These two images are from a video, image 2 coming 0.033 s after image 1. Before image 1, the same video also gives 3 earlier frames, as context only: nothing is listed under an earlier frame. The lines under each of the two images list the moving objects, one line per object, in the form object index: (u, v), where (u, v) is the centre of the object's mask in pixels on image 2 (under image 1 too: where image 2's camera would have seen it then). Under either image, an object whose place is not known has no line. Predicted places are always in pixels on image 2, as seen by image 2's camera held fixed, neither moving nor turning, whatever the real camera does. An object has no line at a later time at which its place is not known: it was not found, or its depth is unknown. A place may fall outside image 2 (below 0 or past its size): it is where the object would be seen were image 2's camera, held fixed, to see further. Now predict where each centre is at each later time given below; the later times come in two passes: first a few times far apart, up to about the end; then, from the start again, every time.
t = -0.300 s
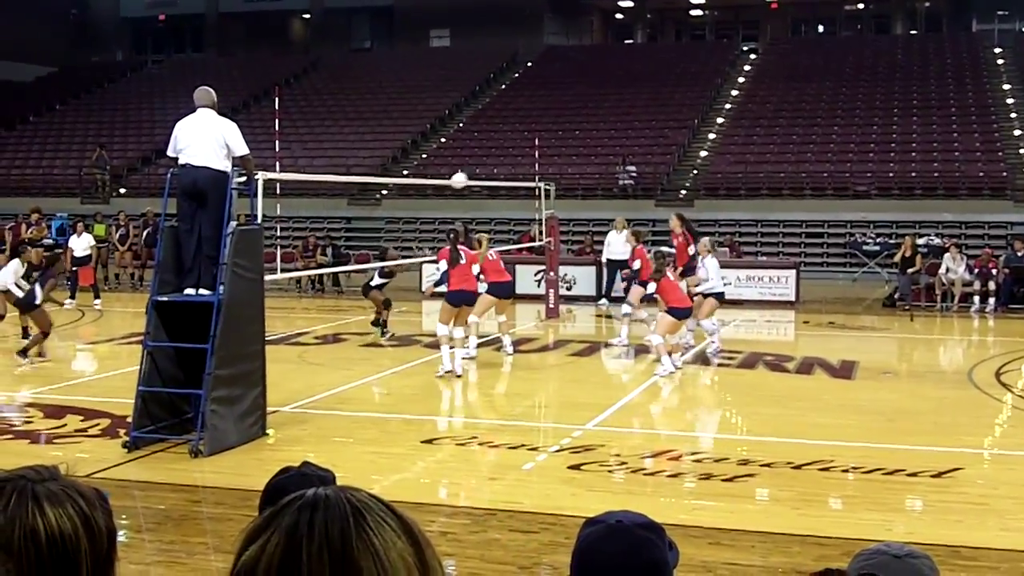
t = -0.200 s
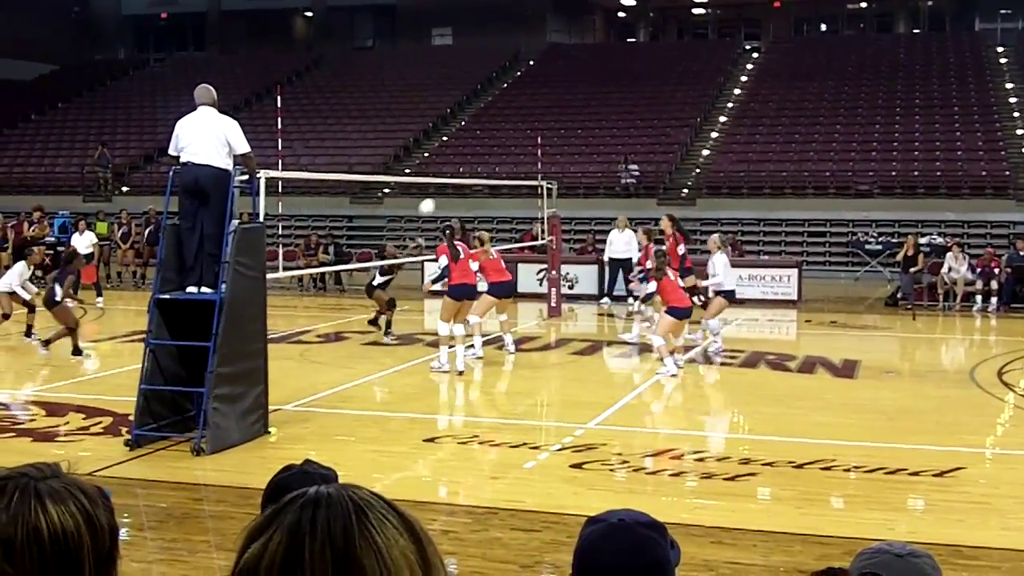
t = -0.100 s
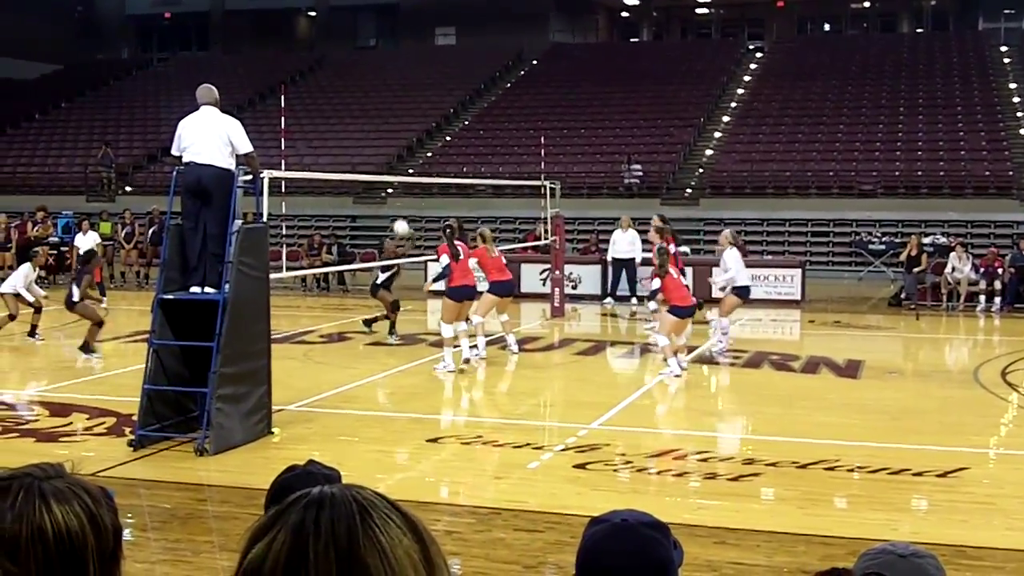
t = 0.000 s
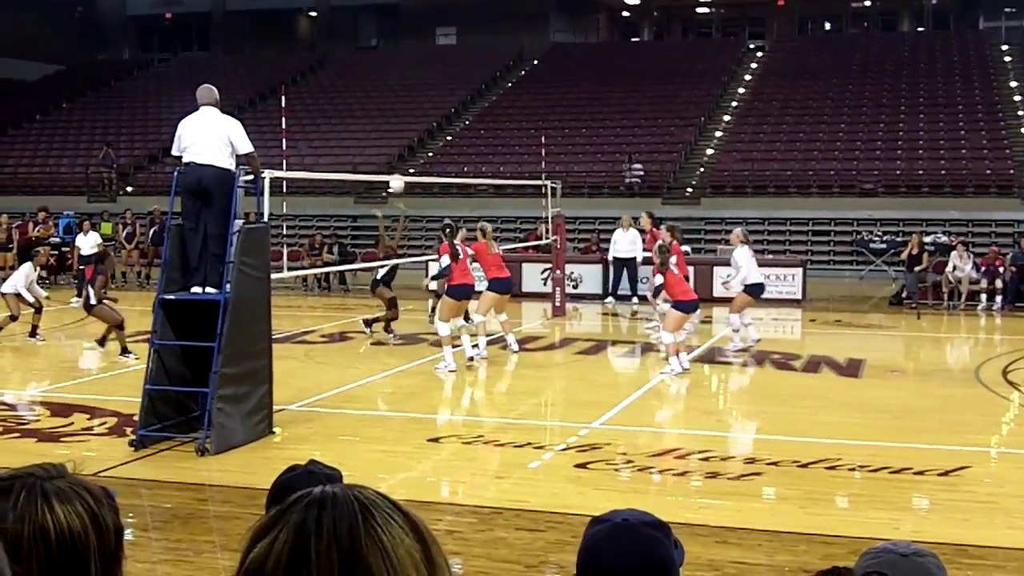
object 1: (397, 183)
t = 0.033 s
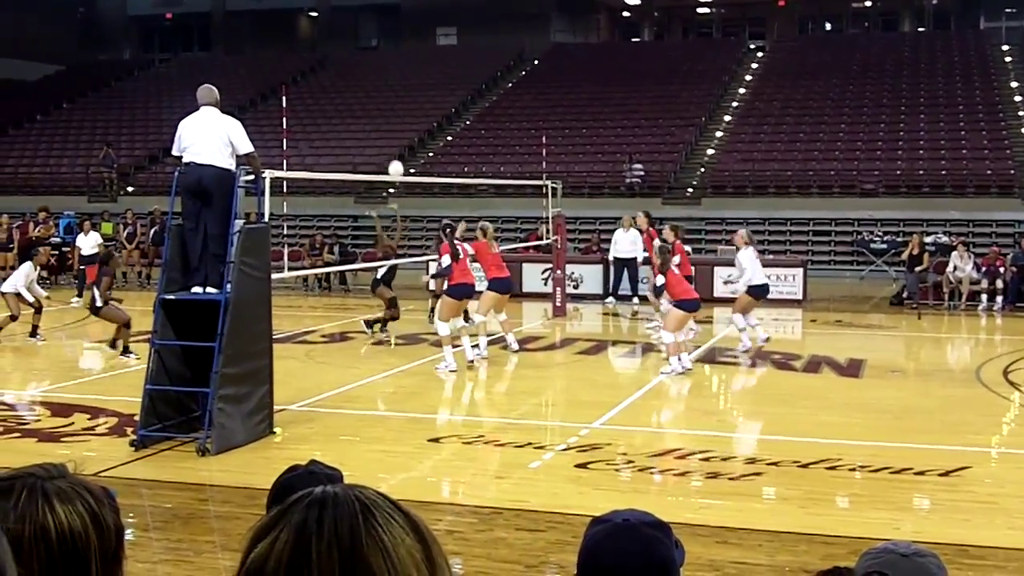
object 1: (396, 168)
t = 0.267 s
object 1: (386, 93)
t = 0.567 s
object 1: (376, 50)
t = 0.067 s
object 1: (394, 156)
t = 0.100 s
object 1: (393, 144)
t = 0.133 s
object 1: (391, 132)
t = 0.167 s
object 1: (390, 121)
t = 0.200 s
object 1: (389, 111)
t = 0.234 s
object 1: (388, 101)
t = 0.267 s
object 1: (386, 93)
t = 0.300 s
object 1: (385, 85)
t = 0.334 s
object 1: (384, 78)
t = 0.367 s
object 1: (383, 71)
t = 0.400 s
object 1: (382, 66)
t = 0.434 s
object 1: (381, 61)
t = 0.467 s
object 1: (380, 57)
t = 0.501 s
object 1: (378, 54)
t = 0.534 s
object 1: (378, 52)
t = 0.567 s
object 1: (376, 50)
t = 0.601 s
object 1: (375, 50)
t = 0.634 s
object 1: (374, 50)
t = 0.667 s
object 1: (373, 51)
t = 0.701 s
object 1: (372, 53)
